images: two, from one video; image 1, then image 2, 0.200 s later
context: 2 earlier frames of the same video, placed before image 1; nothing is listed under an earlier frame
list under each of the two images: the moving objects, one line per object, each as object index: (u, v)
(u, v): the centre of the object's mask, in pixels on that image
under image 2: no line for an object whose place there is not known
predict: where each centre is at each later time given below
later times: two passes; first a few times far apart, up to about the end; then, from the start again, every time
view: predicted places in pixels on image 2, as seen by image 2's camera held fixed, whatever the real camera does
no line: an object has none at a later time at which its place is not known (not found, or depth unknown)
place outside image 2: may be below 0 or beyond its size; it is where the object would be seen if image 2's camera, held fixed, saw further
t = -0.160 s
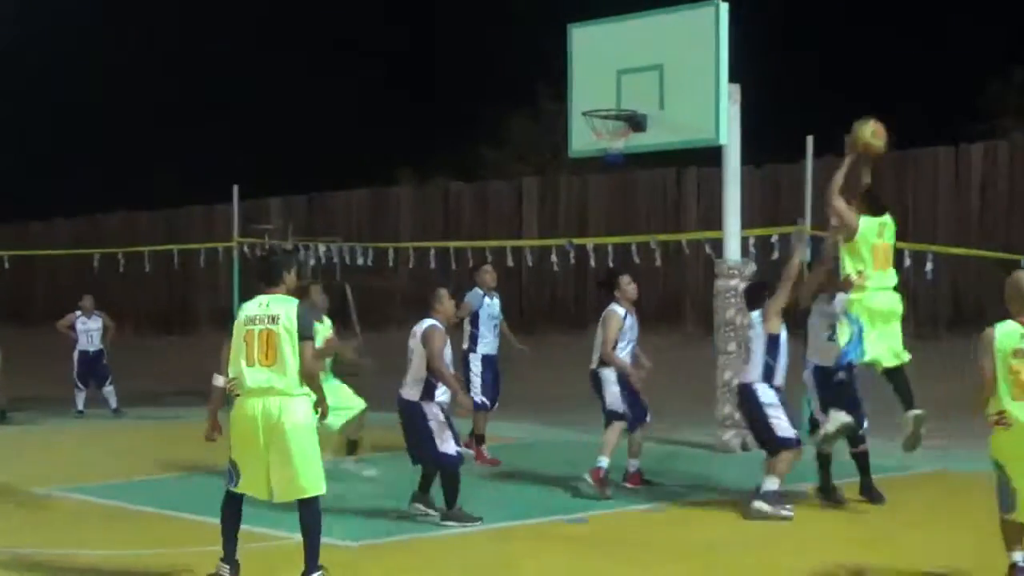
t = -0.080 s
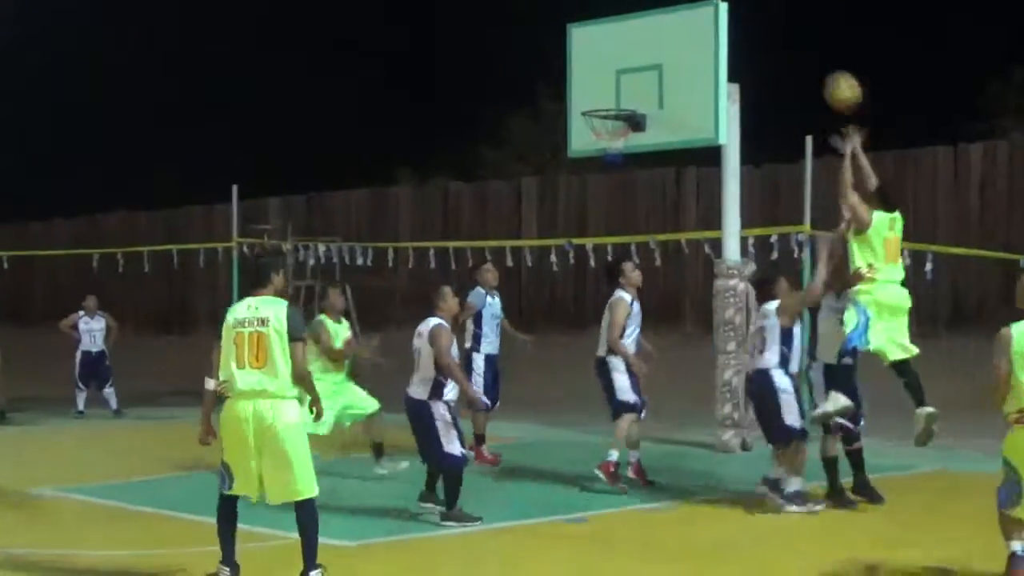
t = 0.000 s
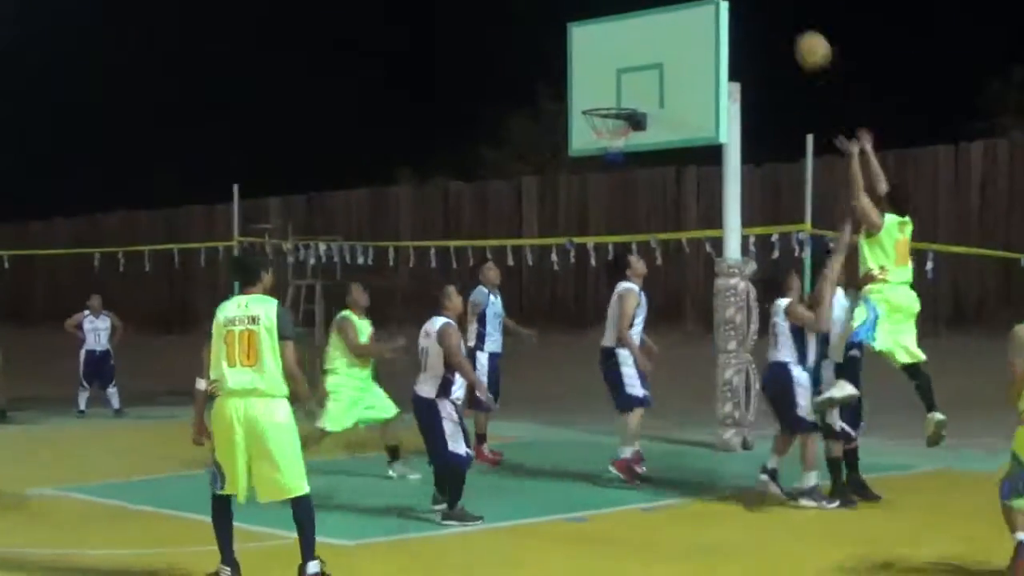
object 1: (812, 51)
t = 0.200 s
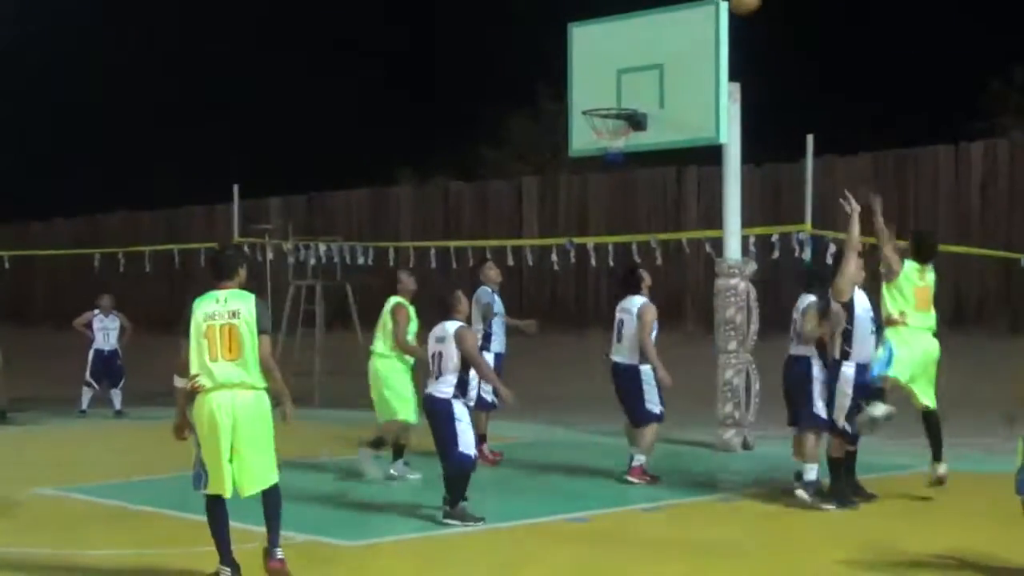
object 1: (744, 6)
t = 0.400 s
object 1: (681, 6)
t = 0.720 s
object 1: (599, 93)
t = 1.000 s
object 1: (613, 86)
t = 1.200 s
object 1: (592, 89)
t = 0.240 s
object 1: (732, 4)
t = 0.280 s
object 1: (718, 3)
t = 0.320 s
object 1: (705, 3)
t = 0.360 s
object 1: (692, 4)
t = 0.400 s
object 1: (681, 6)
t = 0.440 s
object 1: (671, 8)
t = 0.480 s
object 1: (659, 12)
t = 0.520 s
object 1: (649, 21)
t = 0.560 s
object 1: (638, 32)
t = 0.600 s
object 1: (628, 45)
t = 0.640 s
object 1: (617, 59)
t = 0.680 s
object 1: (606, 76)
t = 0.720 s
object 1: (599, 93)
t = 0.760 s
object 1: (594, 104)
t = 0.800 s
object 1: (603, 110)
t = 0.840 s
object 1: (613, 108)
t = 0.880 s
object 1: (624, 103)
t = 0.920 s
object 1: (623, 97)
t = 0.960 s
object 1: (618, 91)
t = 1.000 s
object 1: (613, 86)
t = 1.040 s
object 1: (610, 83)
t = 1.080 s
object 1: (604, 82)
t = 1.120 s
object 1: (601, 83)
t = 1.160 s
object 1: (596, 85)
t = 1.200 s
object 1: (592, 89)
